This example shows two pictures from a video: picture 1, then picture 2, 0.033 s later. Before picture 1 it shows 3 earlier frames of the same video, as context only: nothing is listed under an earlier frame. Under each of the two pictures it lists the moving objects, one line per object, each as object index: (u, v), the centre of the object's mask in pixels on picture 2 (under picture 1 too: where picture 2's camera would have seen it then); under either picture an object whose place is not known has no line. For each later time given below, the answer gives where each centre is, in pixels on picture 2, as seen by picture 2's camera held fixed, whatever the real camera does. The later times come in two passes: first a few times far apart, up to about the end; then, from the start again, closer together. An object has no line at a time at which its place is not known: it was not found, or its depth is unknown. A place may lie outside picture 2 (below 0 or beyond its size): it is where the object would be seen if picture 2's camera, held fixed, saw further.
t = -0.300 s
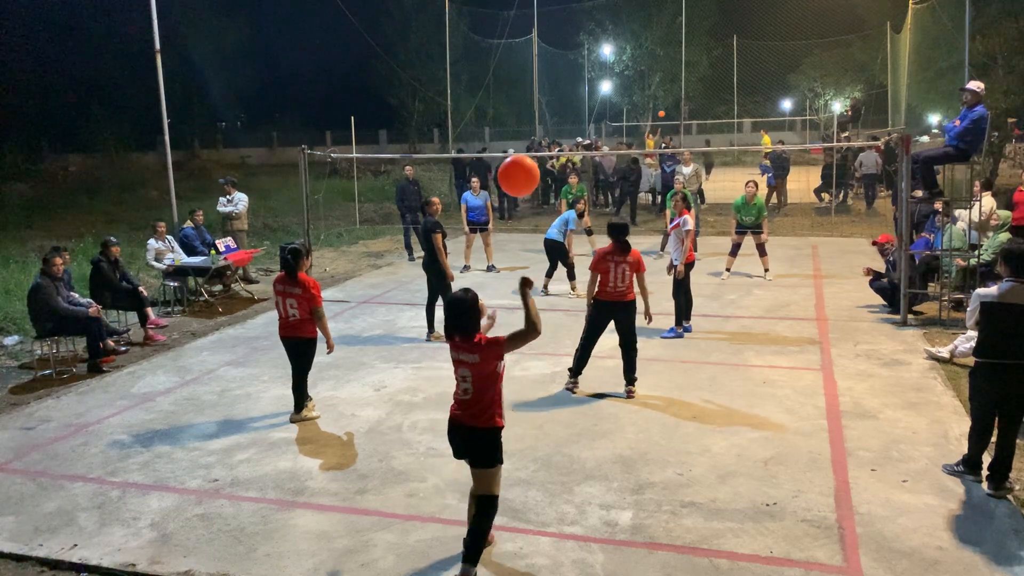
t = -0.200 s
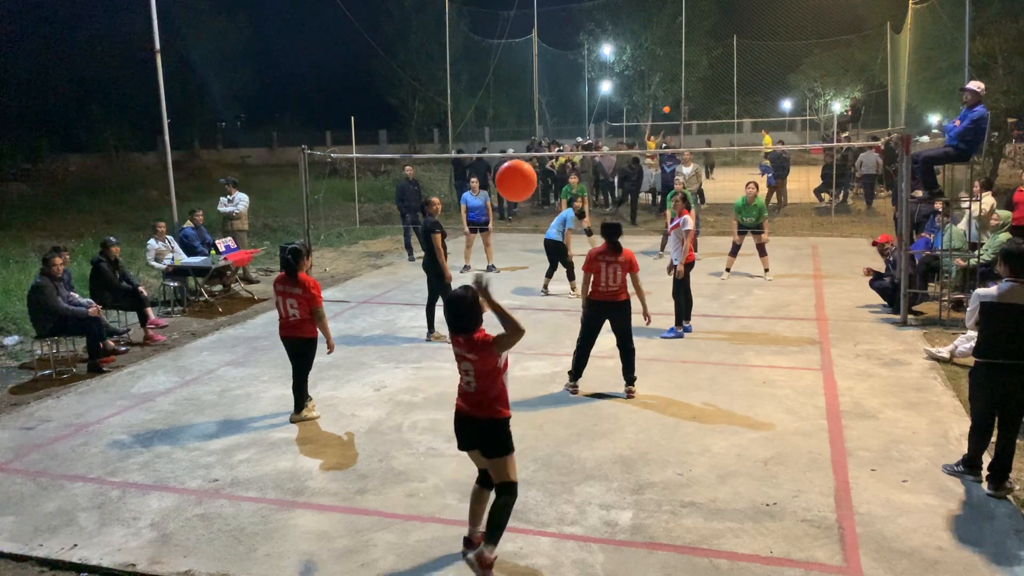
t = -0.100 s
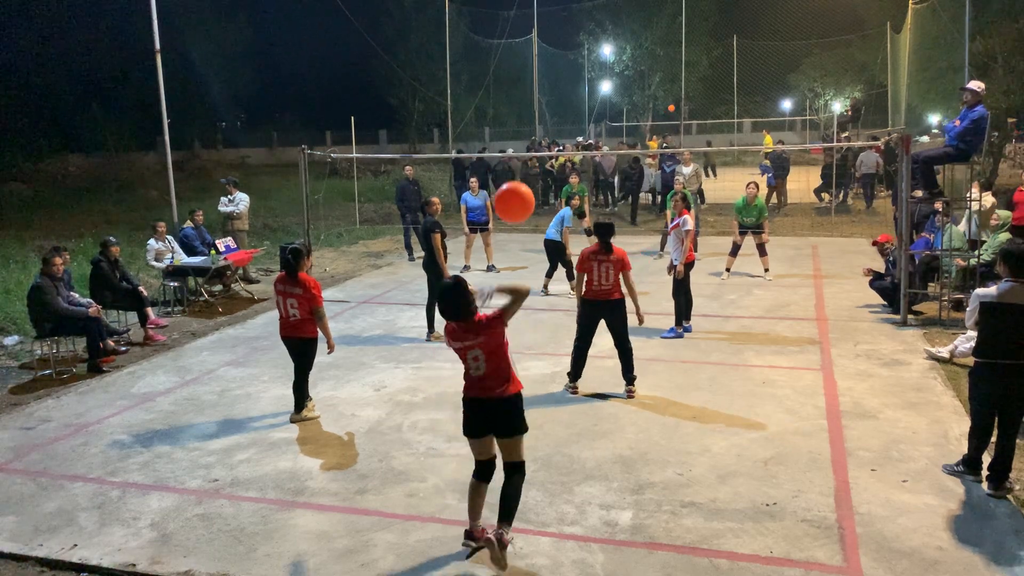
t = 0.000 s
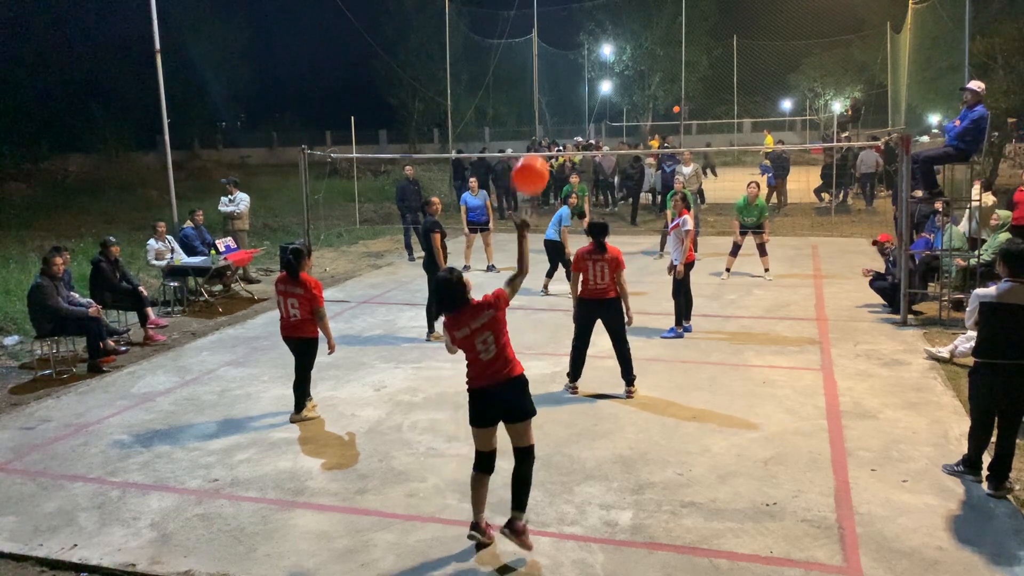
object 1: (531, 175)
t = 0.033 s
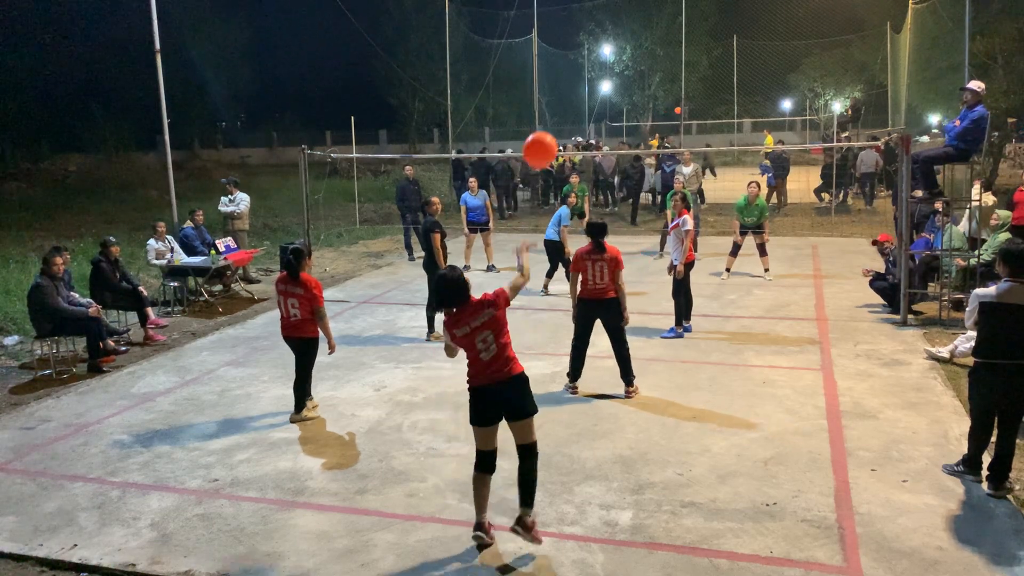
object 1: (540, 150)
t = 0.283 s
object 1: (584, 75)
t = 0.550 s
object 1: (603, 87)
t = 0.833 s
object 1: (616, 143)
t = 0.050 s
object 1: (545, 139)
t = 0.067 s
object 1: (548, 130)
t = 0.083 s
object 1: (552, 121)
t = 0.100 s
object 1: (556, 114)
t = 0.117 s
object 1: (559, 108)
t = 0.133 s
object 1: (562, 102)
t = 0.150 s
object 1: (565, 98)
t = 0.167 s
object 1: (567, 94)
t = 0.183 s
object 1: (570, 90)
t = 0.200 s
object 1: (573, 86)
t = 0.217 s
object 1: (575, 83)
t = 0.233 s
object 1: (577, 81)
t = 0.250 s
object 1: (579, 78)
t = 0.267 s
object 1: (581, 77)
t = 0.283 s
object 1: (584, 75)
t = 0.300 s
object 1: (585, 74)
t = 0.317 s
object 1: (587, 73)
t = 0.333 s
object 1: (589, 73)
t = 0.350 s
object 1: (590, 72)
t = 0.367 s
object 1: (592, 72)
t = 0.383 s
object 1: (593, 72)
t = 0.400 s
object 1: (594, 73)
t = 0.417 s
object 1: (595, 74)
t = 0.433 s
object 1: (596, 74)
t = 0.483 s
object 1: (599, 78)
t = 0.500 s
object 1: (600, 80)
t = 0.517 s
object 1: (601, 82)
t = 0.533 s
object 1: (602, 85)
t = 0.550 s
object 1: (603, 87)
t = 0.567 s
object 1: (604, 89)
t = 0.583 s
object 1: (605, 91)
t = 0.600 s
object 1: (606, 94)
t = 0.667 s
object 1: (609, 106)
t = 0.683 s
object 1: (609, 109)
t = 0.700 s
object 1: (610, 112)
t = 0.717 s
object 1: (611, 116)
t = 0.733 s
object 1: (612, 120)
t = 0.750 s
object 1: (612, 124)
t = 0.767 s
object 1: (613, 128)
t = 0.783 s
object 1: (614, 132)
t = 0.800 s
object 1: (614, 135)
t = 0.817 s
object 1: (615, 139)
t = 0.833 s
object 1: (616, 143)
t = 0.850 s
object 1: (616, 146)
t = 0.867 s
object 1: (617, 152)
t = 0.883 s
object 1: (617, 157)
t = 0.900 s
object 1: (618, 162)
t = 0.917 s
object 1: (618, 166)
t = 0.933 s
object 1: (619, 171)
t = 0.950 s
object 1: (619, 175)
